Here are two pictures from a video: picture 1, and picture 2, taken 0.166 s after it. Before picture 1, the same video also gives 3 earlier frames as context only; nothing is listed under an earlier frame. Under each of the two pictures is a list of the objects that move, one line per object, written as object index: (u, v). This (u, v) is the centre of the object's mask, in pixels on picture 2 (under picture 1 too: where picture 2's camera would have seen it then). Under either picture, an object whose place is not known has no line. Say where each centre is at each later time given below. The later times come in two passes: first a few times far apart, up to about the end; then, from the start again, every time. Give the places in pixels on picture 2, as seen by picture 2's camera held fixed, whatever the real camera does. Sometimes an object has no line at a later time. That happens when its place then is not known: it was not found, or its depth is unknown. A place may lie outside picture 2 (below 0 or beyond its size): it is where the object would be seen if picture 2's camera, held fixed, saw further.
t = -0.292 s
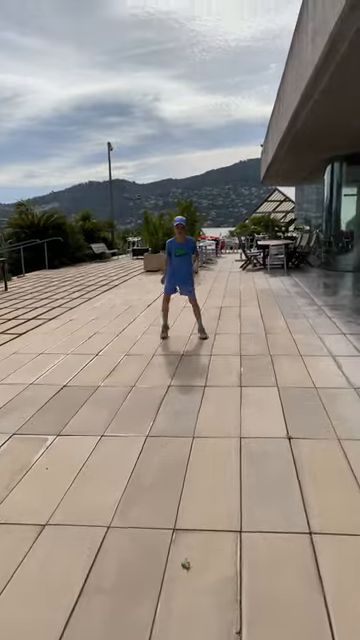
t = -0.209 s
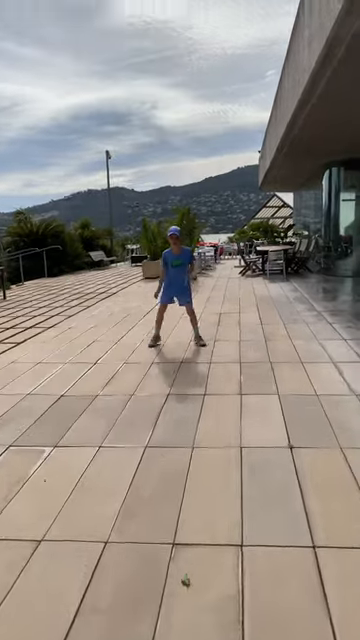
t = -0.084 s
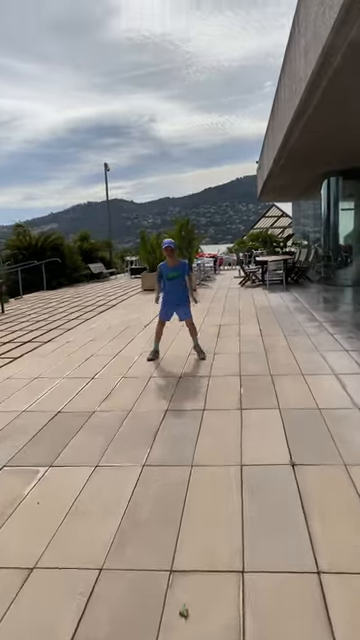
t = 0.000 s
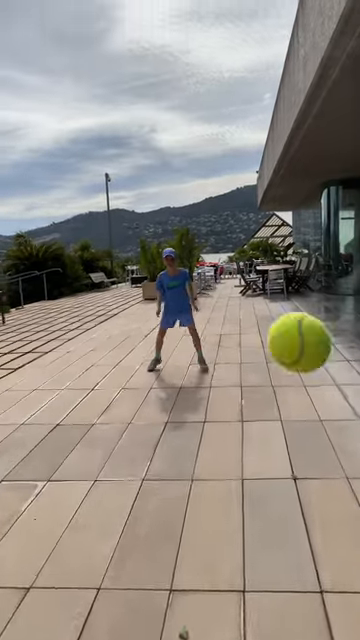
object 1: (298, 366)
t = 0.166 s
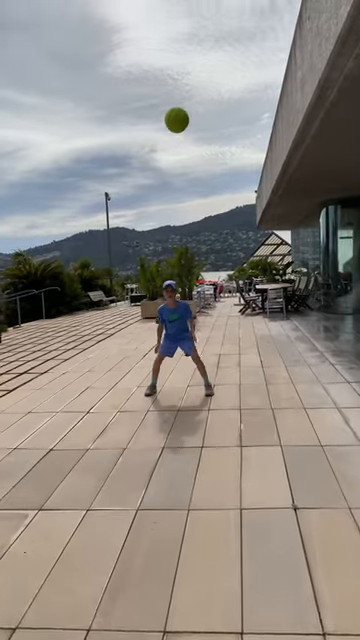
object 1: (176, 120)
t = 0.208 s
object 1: (167, 113)
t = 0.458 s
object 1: (145, 153)
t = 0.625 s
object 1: (143, 213)
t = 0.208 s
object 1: (167, 113)
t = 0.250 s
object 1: (160, 111)
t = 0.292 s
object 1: (154, 114)
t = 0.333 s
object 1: (151, 121)
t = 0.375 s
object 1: (148, 130)
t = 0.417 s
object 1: (147, 141)
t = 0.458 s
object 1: (145, 153)
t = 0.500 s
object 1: (145, 166)
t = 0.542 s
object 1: (144, 181)
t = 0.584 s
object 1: (144, 196)
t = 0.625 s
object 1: (143, 213)
